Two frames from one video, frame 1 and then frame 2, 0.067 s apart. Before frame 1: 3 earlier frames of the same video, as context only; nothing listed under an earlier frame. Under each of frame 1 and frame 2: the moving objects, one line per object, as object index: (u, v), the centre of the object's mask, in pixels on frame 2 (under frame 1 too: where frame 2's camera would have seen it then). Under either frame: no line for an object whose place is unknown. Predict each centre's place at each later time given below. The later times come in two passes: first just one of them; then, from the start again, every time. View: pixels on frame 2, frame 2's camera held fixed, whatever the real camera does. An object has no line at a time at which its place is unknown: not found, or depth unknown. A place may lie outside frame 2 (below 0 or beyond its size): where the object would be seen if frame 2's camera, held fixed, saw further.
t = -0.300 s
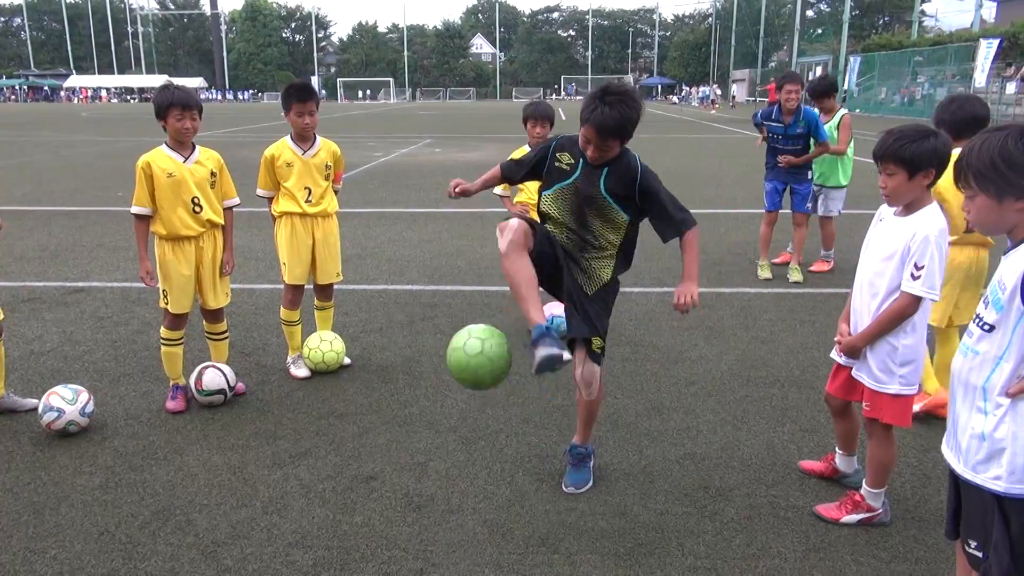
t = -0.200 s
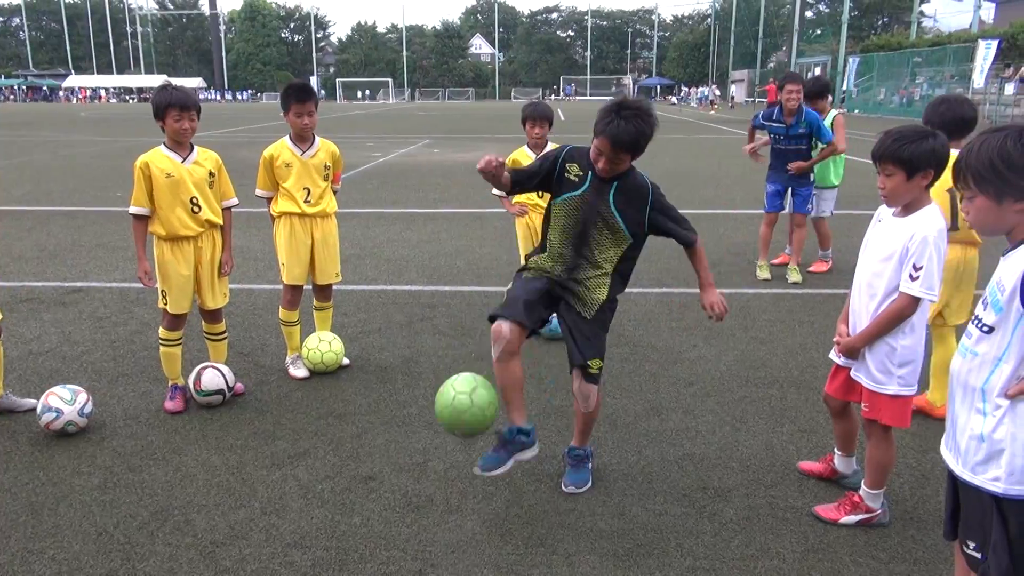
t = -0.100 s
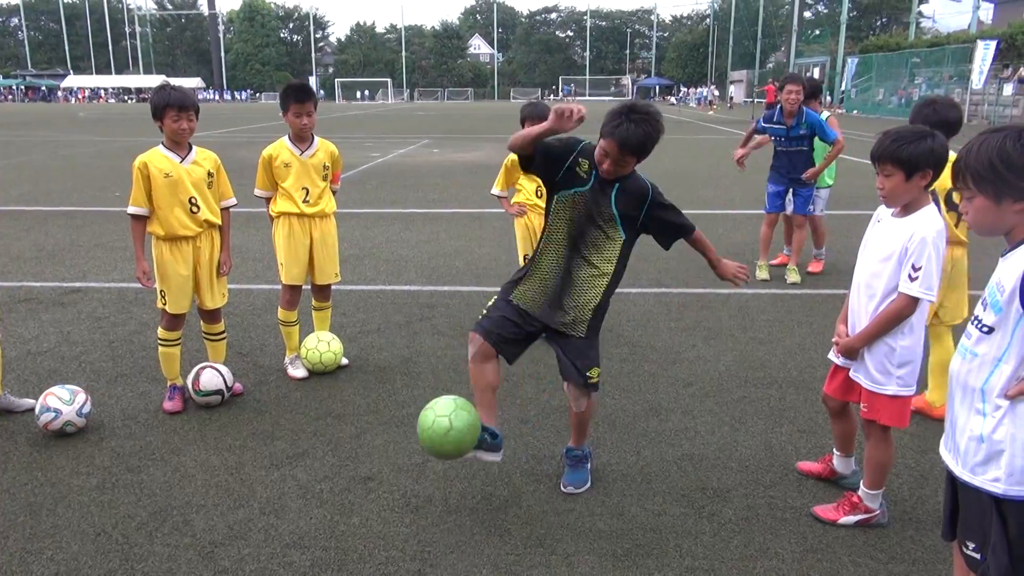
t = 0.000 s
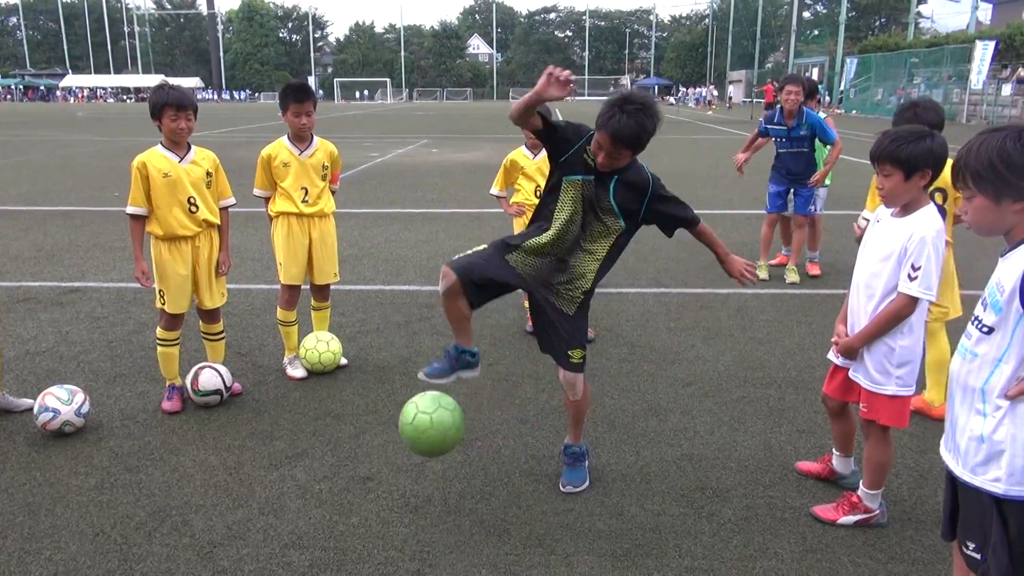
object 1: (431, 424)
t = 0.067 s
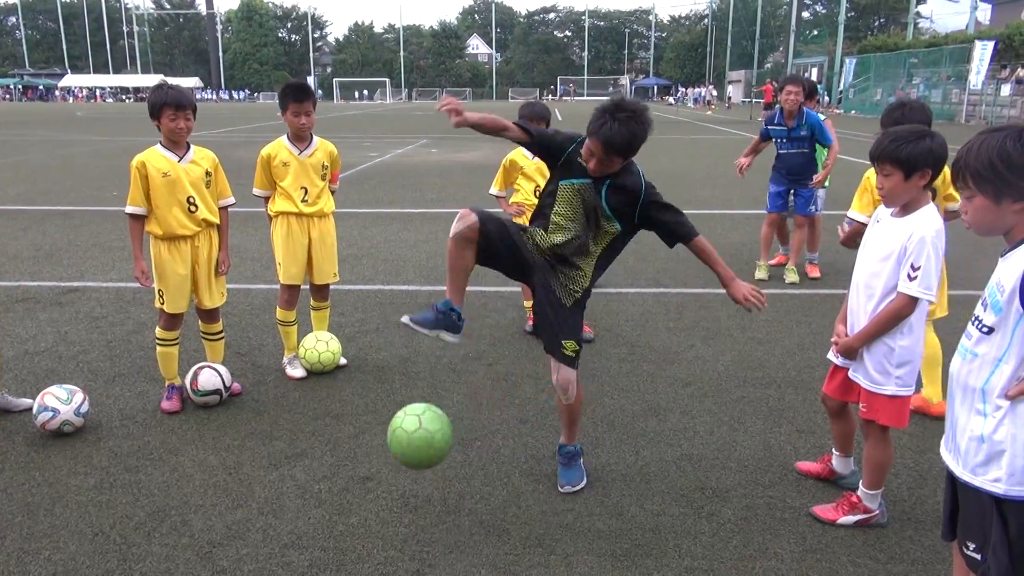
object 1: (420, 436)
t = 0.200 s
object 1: (399, 498)
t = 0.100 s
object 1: (415, 447)
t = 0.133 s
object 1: (410, 460)
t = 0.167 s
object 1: (404, 478)
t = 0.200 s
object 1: (399, 498)
